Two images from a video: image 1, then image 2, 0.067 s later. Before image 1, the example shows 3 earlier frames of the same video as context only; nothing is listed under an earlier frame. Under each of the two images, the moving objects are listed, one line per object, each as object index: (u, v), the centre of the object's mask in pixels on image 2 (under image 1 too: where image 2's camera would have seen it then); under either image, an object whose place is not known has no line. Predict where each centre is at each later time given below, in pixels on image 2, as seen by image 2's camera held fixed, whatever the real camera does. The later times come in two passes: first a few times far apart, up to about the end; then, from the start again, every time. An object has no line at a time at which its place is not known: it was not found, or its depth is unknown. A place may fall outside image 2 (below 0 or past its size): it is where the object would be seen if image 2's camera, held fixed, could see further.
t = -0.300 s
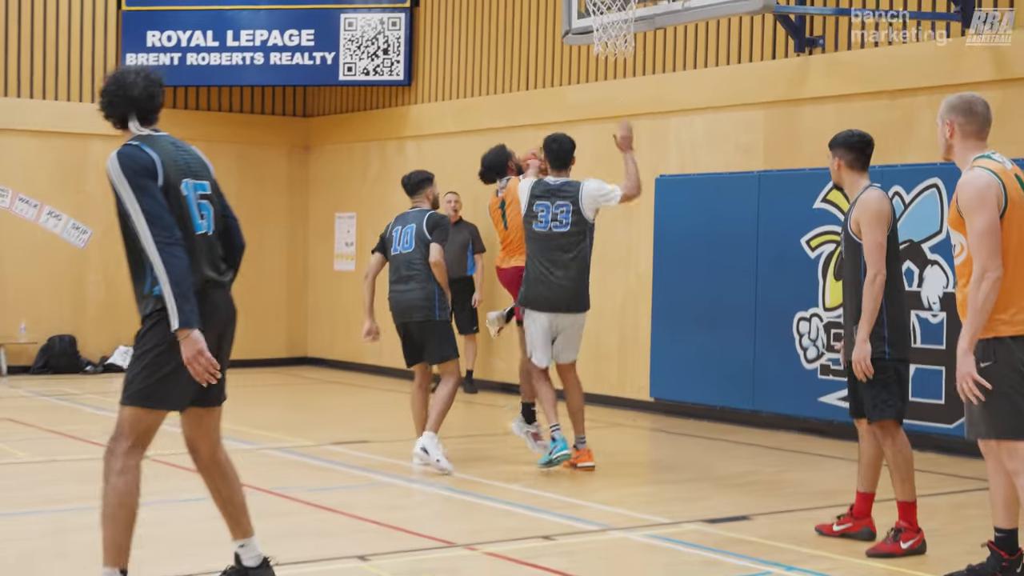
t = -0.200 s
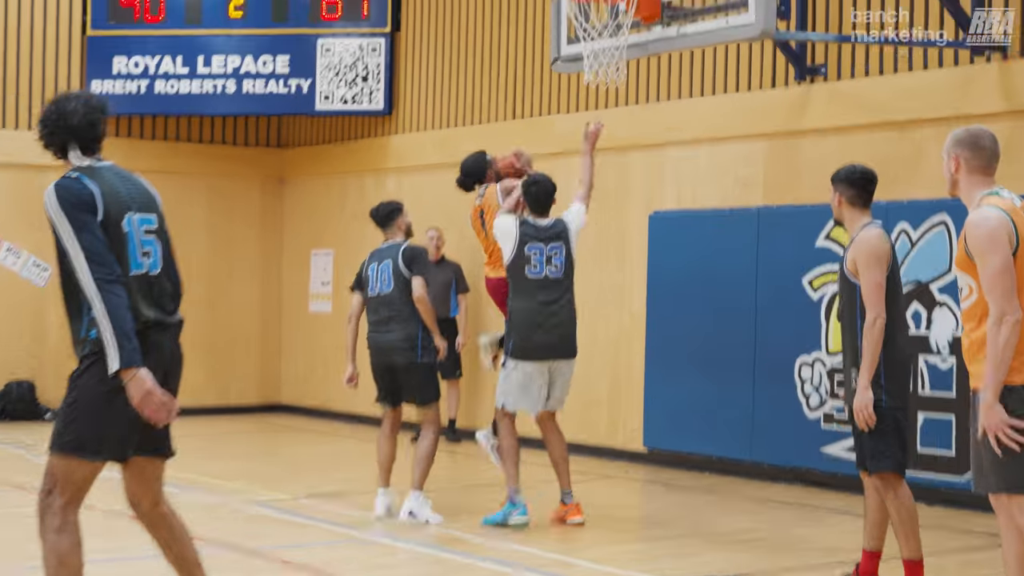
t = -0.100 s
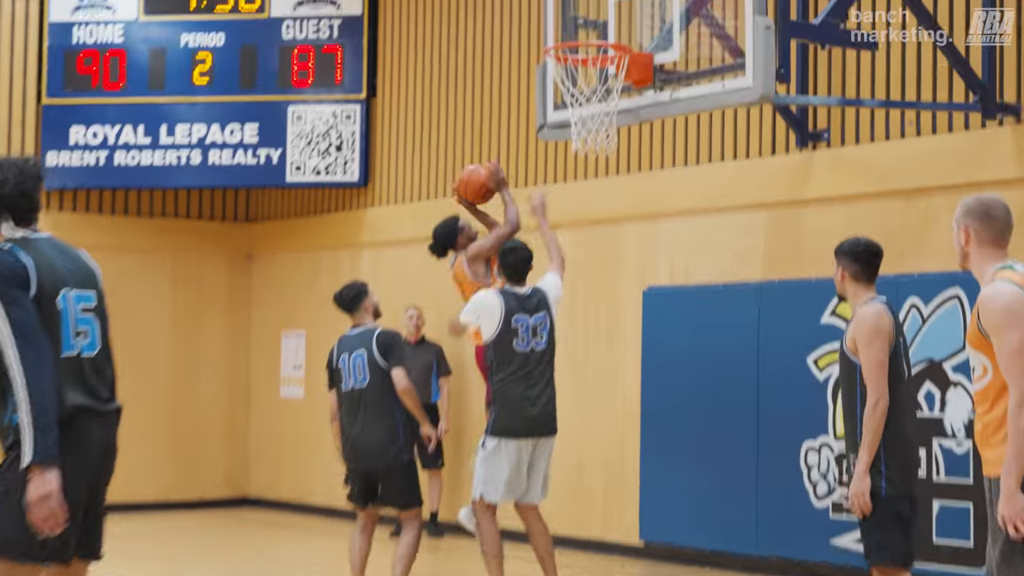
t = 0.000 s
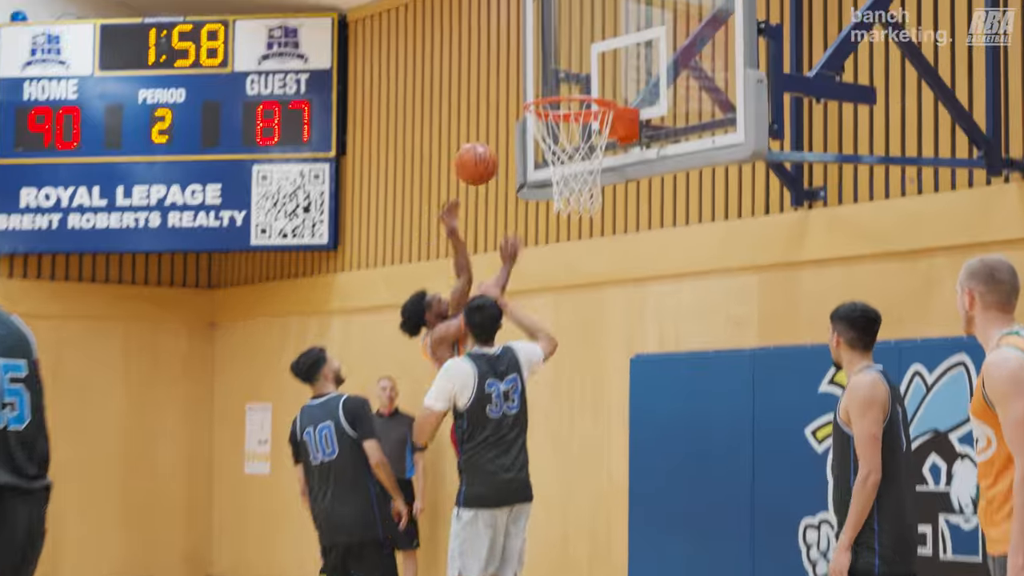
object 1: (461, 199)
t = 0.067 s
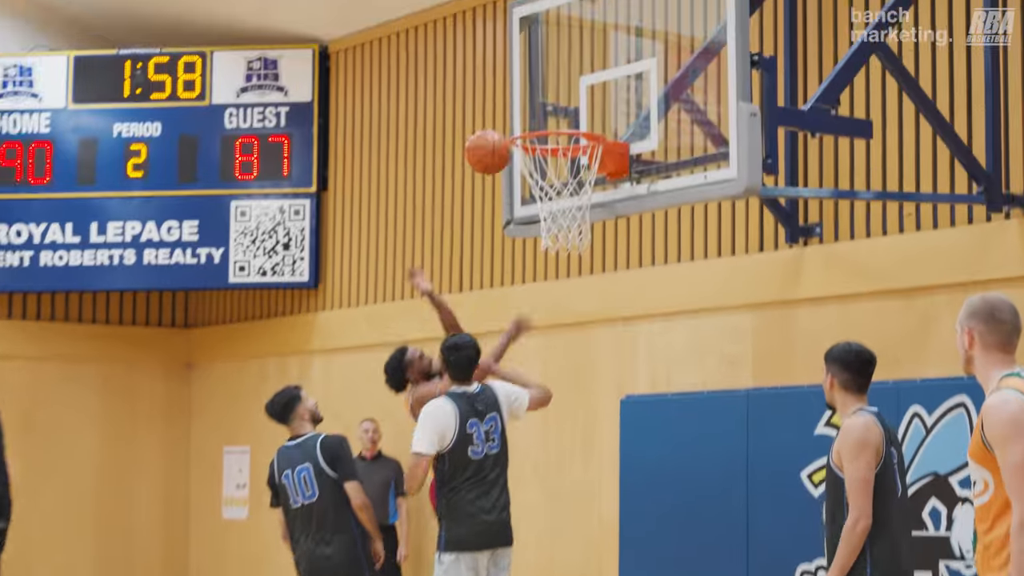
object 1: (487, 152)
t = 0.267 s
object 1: (572, 55)
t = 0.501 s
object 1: (658, 31)
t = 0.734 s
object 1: (697, 113)
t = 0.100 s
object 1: (500, 130)
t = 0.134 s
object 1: (515, 112)
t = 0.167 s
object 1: (529, 95)
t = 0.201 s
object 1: (543, 80)
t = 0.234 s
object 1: (557, 66)
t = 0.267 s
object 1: (572, 55)
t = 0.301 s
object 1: (586, 46)
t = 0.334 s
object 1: (600, 39)
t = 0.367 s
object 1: (616, 33)
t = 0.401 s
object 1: (631, 29)
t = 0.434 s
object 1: (645, 28)
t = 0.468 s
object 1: (653, 29)
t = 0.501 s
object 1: (658, 31)
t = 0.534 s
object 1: (663, 36)
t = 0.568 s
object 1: (669, 43)
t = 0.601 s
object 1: (674, 53)
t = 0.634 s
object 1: (680, 64)
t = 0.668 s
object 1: (686, 78)
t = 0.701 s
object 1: (691, 94)
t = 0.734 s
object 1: (697, 113)
